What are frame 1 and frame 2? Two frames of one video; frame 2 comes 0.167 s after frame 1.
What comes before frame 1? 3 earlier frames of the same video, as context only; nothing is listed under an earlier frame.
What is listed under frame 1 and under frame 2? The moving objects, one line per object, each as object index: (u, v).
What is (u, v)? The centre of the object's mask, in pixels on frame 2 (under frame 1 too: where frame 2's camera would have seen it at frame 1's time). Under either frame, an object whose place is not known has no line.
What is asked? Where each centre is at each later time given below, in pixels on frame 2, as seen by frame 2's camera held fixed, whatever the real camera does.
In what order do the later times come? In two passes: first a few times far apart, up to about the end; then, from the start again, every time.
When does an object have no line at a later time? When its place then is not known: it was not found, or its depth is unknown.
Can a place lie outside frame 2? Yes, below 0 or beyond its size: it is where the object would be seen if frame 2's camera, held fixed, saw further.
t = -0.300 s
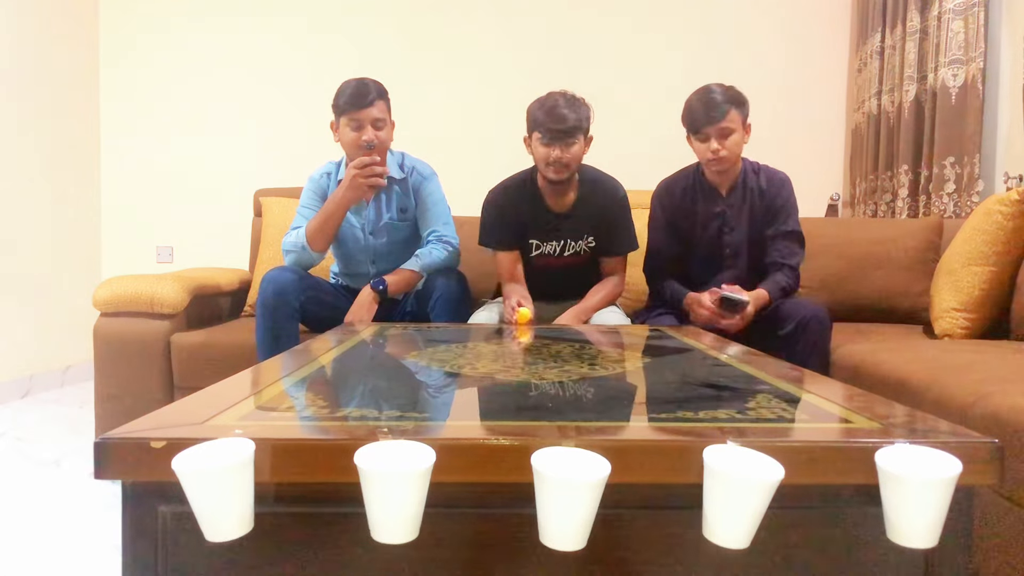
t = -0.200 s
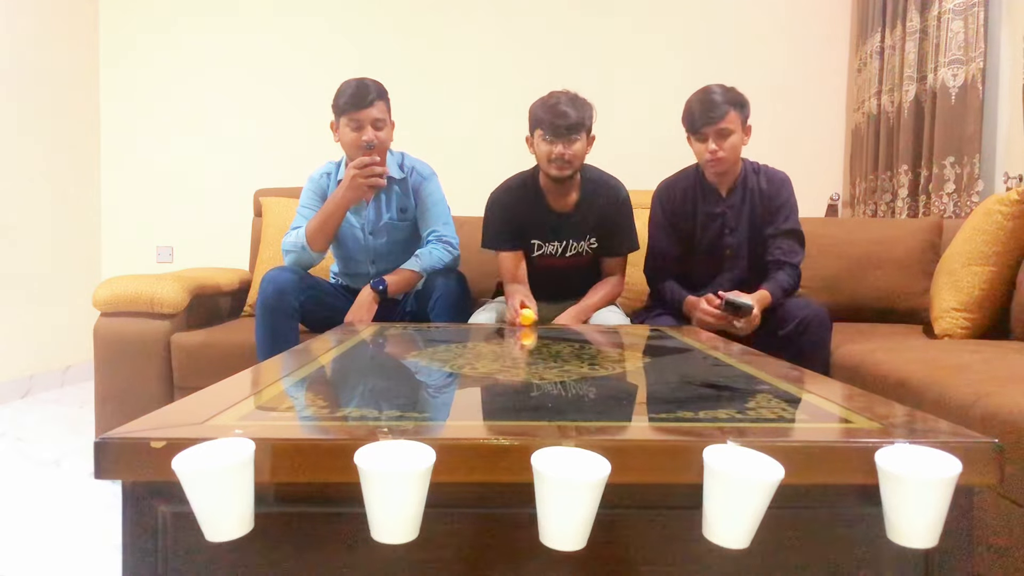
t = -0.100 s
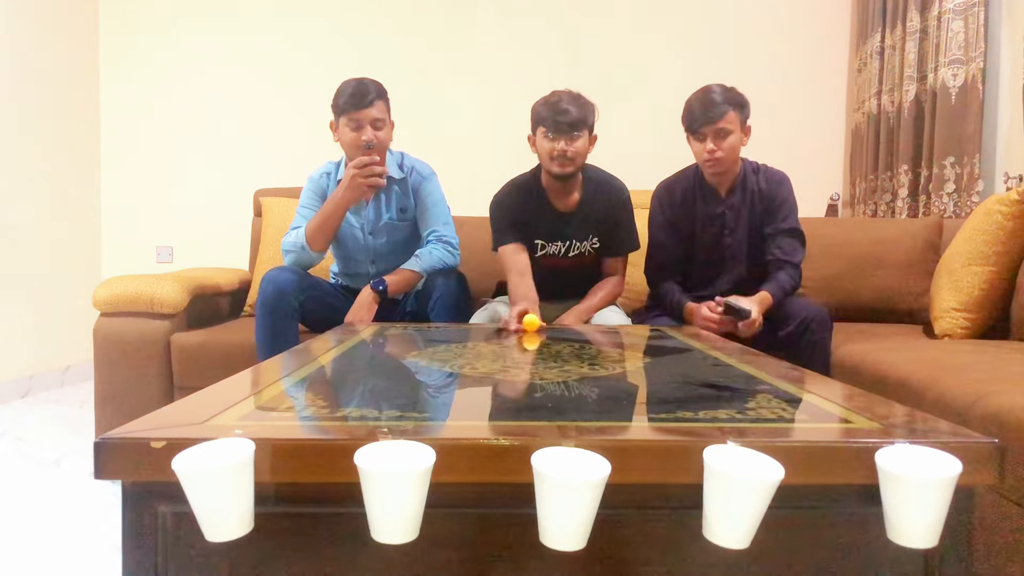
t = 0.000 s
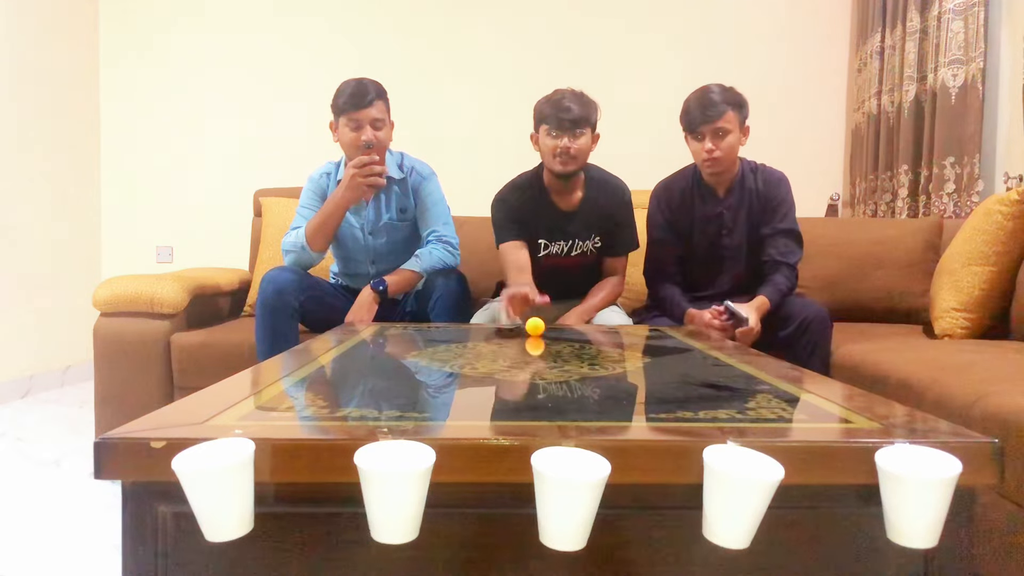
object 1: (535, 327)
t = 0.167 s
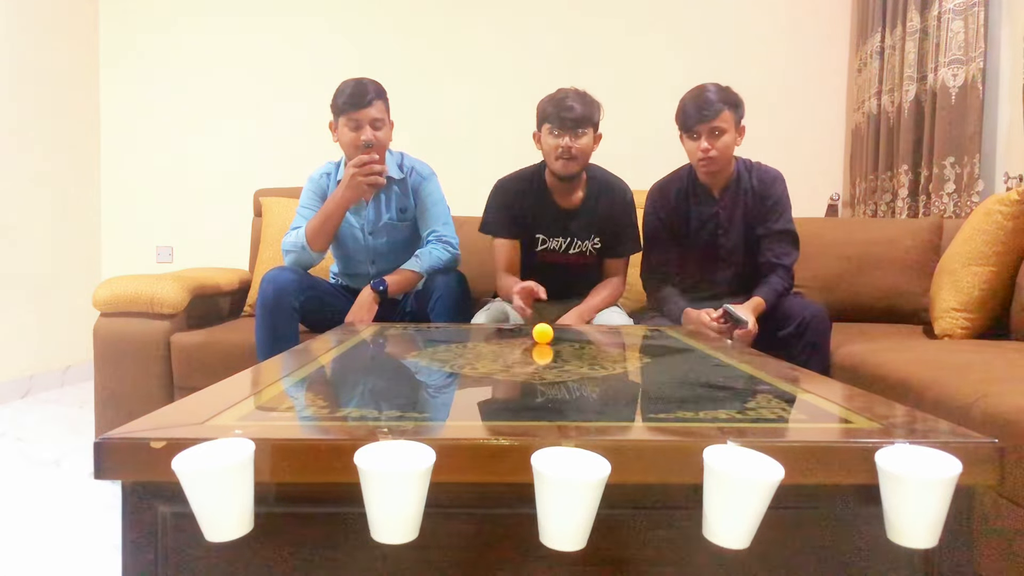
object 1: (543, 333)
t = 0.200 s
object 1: (544, 335)
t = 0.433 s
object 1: (556, 345)
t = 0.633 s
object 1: (572, 356)
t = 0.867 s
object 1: (599, 370)
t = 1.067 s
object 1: (634, 385)
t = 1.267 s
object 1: (681, 403)
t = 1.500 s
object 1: (751, 443)
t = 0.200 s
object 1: (544, 335)
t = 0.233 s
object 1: (545, 336)
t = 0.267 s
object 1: (547, 338)
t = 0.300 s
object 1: (549, 339)
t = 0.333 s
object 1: (551, 341)
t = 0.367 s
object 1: (552, 342)
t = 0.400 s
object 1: (554, 344)
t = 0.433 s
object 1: (556, 345)
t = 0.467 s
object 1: (558, 347)
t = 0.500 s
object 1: (560, 349)
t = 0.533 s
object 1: (563, 351)
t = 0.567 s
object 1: (566, 352)
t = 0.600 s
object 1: (569, 354)
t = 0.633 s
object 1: (572, 356)
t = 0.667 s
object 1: (575, 358)
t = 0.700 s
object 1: (578, 360)
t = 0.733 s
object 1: (582, 362)
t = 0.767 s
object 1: (586, 364)
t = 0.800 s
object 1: (590, 366)
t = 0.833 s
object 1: (594, 368)
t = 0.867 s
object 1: (599, 370)
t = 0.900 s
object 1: (605, 373)
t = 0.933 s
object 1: (609, 375)
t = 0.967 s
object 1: (614, 378)
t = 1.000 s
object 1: (621, 380)
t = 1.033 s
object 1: (628, 383)
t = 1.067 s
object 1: (634, 385)
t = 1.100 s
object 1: (641, 388)
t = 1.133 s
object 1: (648, 391)
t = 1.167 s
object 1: (656, 394)
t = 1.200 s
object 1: (665, 397)
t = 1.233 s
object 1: (673, 400)
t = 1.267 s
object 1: (681, 403)
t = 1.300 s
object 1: (690, 405)
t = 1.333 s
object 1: (699, 405)
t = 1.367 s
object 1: (709, 409)
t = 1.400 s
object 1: (720, 413)
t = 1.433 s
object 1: (731, 416)
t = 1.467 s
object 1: (741, 426)
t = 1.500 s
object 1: (751, 443)
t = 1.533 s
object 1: (757, 461)
